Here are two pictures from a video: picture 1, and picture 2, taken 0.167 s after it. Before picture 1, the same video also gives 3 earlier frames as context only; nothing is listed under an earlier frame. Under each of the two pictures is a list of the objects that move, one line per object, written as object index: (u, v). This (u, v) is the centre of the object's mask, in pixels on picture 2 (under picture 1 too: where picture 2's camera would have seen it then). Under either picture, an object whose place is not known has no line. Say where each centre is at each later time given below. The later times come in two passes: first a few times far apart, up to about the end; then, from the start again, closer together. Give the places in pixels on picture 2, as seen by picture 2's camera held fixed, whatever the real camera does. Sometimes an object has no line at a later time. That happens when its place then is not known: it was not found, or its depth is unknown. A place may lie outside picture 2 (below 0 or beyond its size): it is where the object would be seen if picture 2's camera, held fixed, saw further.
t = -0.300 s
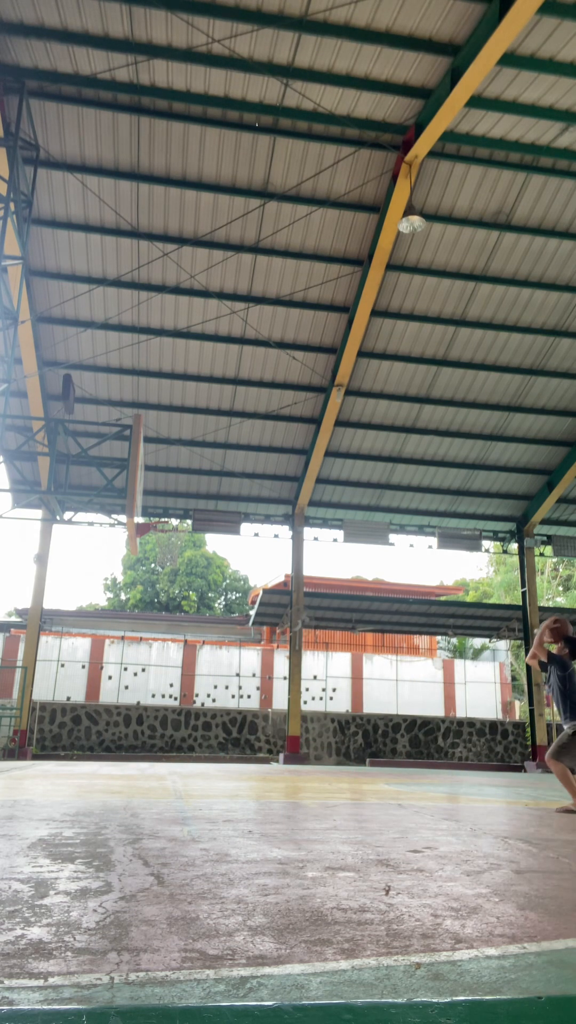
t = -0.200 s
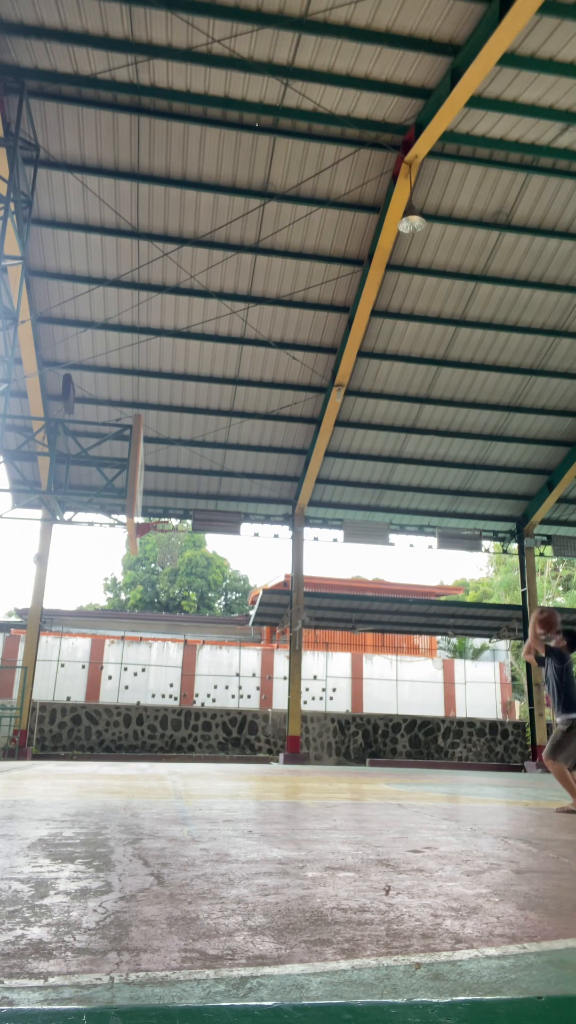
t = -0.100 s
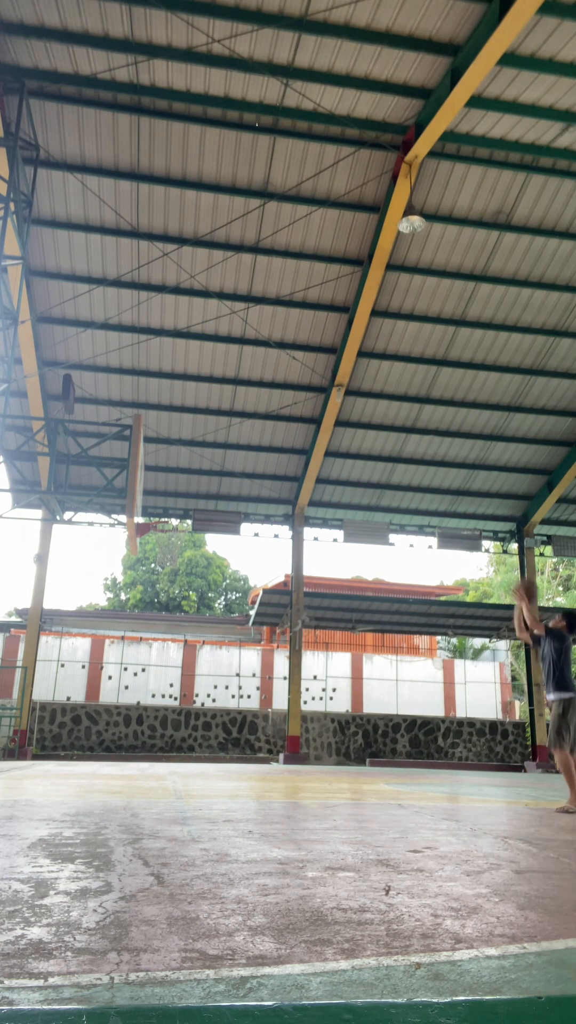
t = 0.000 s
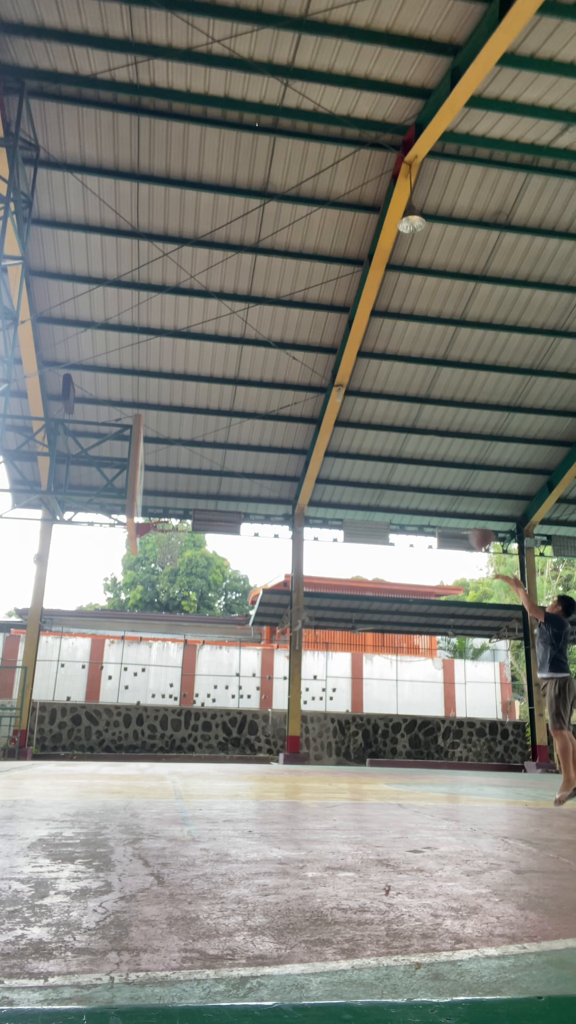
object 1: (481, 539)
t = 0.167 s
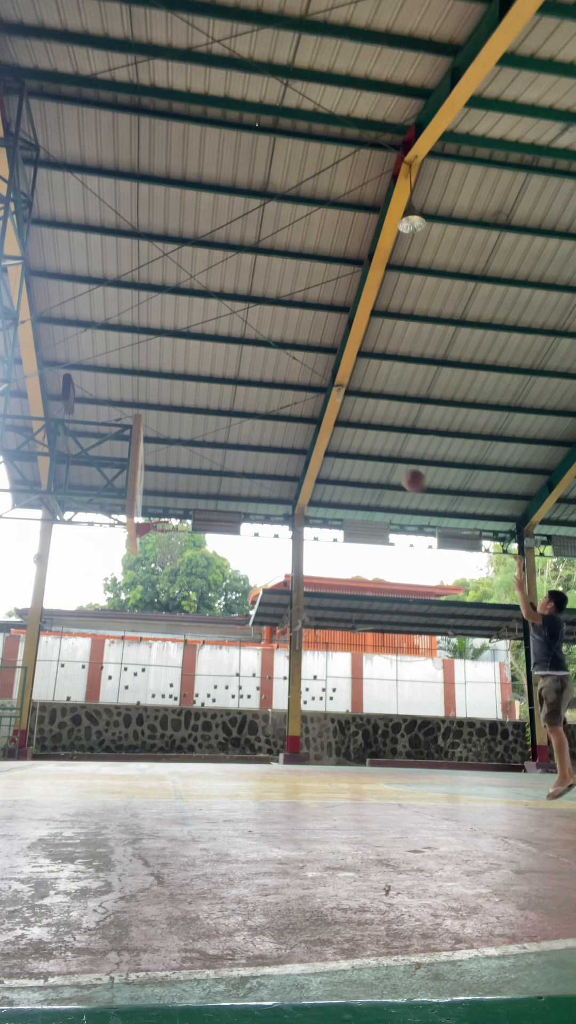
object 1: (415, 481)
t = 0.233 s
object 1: (388, 466)
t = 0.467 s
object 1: (308, 445)
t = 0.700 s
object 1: (237, 468)
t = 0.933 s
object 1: (167, 529)
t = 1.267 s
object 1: (145, 610)
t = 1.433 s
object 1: (134, 681)
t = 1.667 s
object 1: (130, 727)
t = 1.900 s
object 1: (156, 628)
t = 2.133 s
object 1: (178, 581)
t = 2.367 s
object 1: (197, 581)
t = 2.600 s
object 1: (213, 634)
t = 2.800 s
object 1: (227, 732)
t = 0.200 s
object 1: (402, 473)
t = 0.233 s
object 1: (388, 466)
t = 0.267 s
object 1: (377, 460)
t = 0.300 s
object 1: (365, 455)
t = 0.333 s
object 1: (353, 451)
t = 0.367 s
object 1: (343, 448)
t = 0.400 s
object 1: (332, 447)
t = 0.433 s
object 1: (320, 445)
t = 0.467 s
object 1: (308, 445)
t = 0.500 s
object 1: (299, 446)
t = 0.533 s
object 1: (288, 447)
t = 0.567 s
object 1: (278, 450)
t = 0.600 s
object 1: (267, 453)
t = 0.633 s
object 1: (257, 457)
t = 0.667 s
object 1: (246, 463)
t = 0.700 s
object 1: (237, 468)
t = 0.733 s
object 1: (227, 475)
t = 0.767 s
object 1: (216, 482)
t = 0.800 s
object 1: (206, 490)
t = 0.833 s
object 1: (197, 499)
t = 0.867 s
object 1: (188, 509)
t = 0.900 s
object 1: (178, 518)
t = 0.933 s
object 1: (167, 529)
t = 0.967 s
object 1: (162, 540)
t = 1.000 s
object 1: (160, 547)
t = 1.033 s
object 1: (157, 553)
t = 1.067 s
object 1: (156, 558)
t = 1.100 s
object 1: (154, 563)
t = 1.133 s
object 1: (153, 571)
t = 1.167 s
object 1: (151, 579)
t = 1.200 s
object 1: (149, 588)
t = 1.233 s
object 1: (148, 599)
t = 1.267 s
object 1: (145, 610)
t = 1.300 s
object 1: (143, 622)
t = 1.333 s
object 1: (141, 635)
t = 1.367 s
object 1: (139, 649)
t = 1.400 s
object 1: (137, 665)
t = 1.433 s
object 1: (134, 681)
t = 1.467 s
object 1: (132, 700)
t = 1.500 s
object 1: (128, 718)
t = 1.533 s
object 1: (125, 739)
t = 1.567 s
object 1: (121, 759)
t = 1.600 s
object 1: (122, 760)
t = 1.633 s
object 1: (126, 745)
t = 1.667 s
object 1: (130, 727)
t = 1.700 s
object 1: (135, 710)
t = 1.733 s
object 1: (139, 693)
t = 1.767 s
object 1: (142, 678)
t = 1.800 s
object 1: (146, 664)
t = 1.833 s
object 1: (149, 651)
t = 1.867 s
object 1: (153, 640)
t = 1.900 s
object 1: (156, 628)
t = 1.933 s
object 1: (159, 618)
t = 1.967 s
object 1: (162, 611)
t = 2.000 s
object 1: (166, 603)
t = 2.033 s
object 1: (169, 596)
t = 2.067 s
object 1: (172, 590)
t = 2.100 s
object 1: (175, 585)
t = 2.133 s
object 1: (178, 581)
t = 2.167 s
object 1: (181, 578)
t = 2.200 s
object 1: (183, 576)
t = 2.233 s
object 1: (186, 575)
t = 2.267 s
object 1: (188, 575)
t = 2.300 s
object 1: (191, 576)
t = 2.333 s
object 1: (194, 578)
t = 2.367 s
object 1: (197, 581)
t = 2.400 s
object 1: (199, 585)
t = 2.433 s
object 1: (201, 591)
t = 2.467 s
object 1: (204, 597)
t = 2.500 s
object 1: (207, 604)
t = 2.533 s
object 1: (208, 612)
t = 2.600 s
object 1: (213, 634)
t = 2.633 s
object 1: (215, 645)
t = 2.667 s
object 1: (217, 659)
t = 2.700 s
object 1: (219, 675)
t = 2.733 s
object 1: (222, 692)
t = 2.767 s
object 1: (224, 711)
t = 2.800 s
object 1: (227, 732)
